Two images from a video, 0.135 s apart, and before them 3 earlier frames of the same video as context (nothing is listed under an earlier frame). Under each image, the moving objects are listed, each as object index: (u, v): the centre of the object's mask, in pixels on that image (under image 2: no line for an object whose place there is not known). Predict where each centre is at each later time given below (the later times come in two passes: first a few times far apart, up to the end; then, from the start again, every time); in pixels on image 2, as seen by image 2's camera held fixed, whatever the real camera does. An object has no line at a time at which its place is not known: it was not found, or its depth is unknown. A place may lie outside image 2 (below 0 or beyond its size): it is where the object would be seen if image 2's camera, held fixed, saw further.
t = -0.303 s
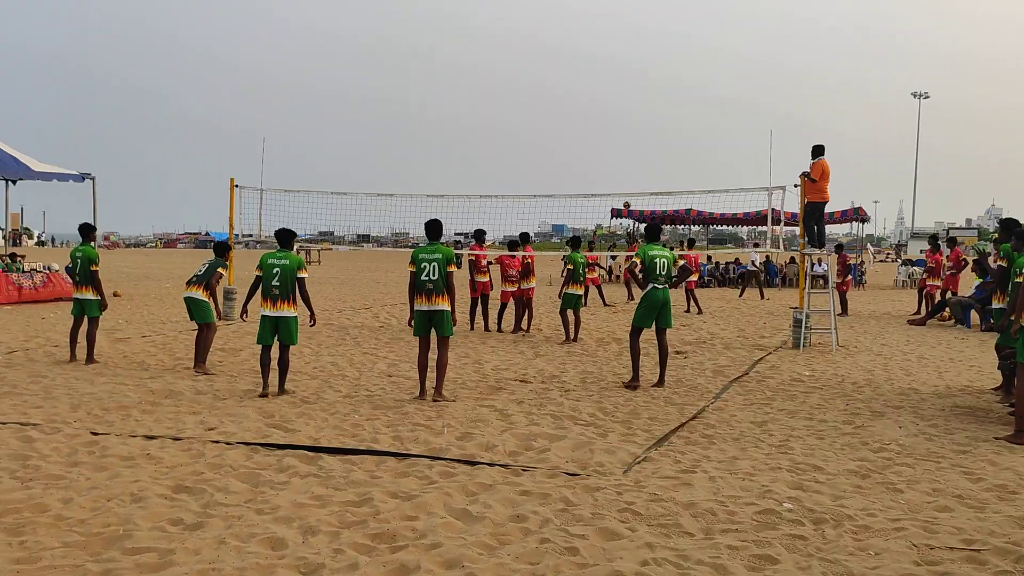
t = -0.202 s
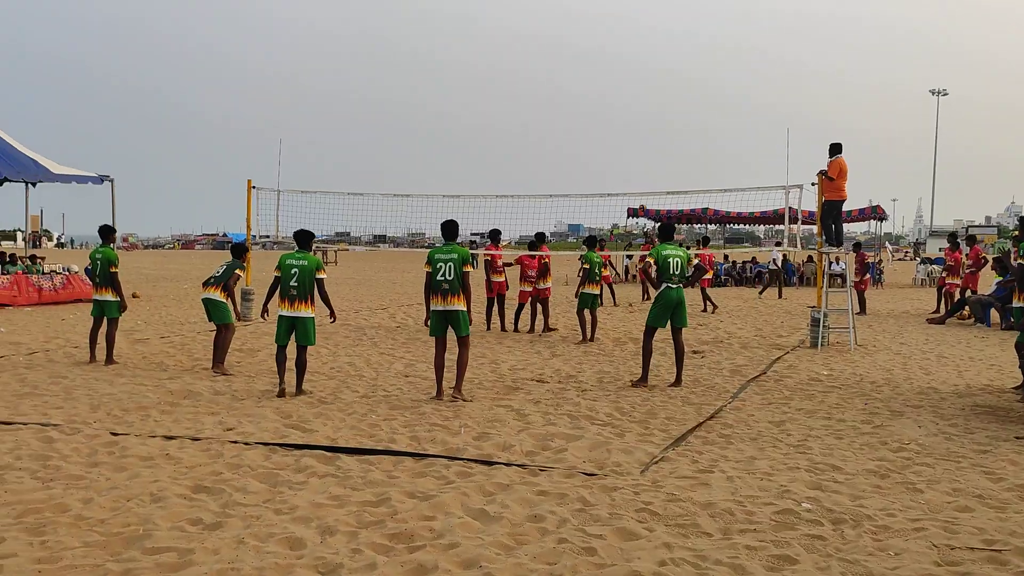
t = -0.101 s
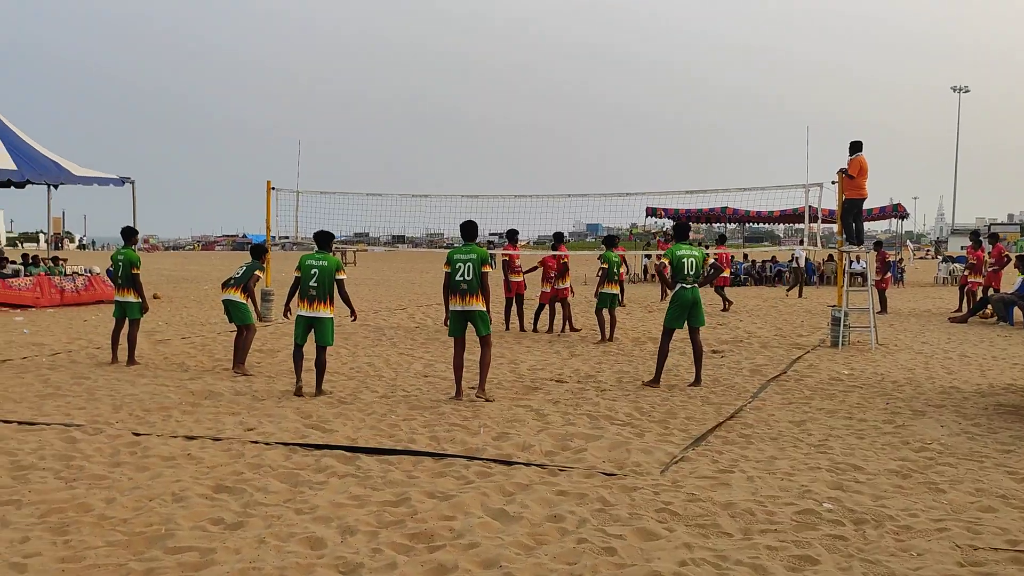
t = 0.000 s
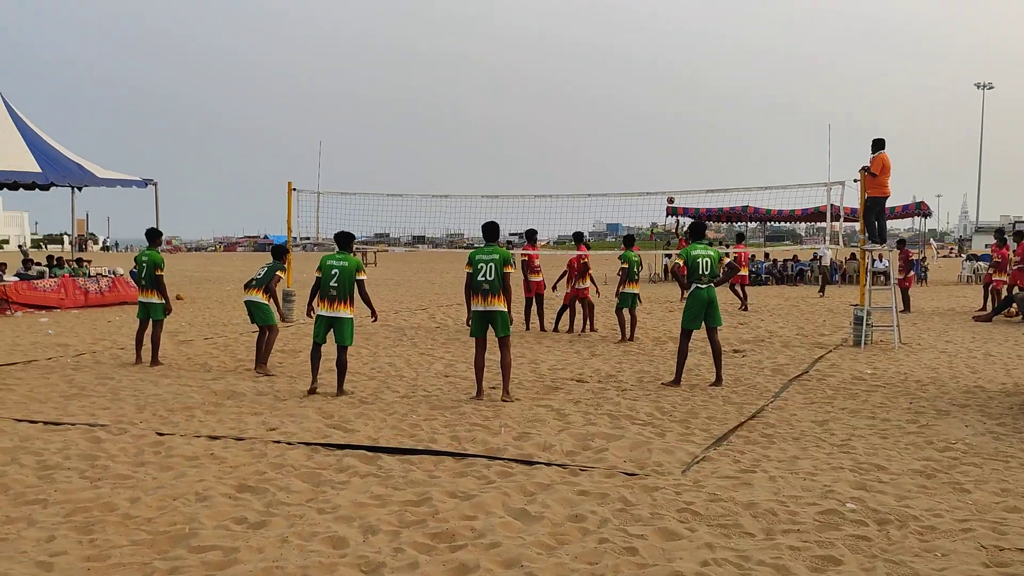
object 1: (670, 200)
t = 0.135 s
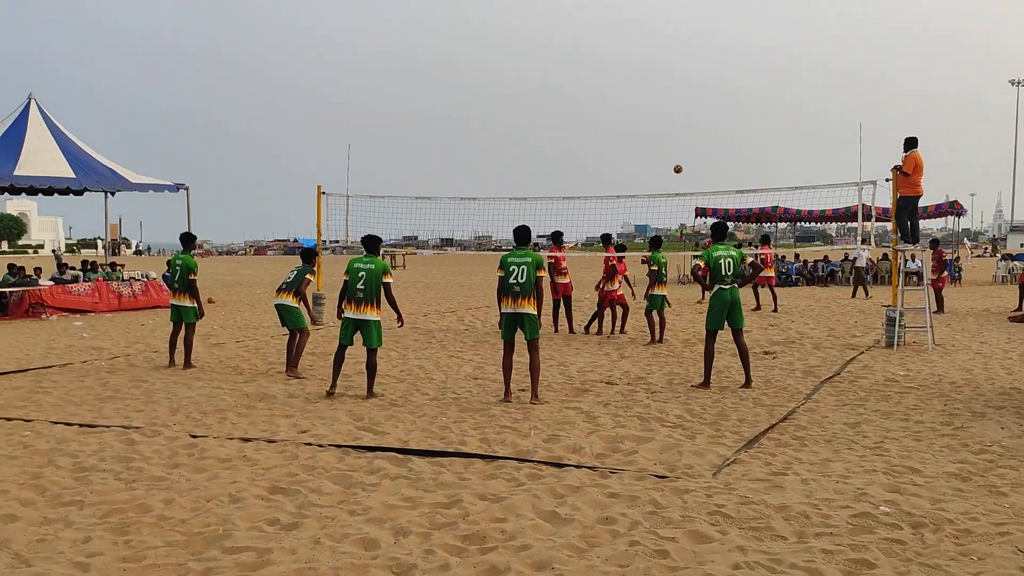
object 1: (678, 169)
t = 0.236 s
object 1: (665, 148)
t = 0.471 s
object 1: (623, 113)
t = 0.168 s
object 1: (674, 162)
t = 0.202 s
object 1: (670, 155)
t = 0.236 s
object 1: (665, 148)
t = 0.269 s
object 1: (660, 142)
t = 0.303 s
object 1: (655, 136)
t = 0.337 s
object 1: (650, 131)
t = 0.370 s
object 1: (644, 126)
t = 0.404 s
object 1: (637, 121)
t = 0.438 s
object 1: (630, 117)
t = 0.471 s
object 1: (623, 113)
